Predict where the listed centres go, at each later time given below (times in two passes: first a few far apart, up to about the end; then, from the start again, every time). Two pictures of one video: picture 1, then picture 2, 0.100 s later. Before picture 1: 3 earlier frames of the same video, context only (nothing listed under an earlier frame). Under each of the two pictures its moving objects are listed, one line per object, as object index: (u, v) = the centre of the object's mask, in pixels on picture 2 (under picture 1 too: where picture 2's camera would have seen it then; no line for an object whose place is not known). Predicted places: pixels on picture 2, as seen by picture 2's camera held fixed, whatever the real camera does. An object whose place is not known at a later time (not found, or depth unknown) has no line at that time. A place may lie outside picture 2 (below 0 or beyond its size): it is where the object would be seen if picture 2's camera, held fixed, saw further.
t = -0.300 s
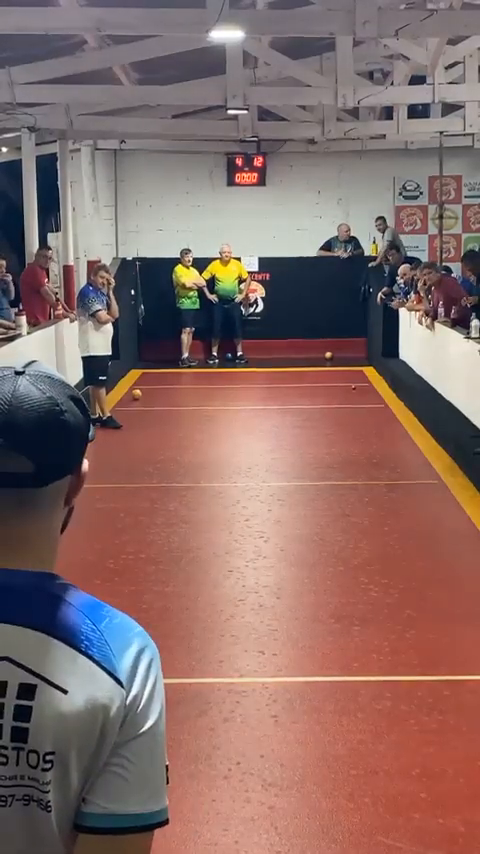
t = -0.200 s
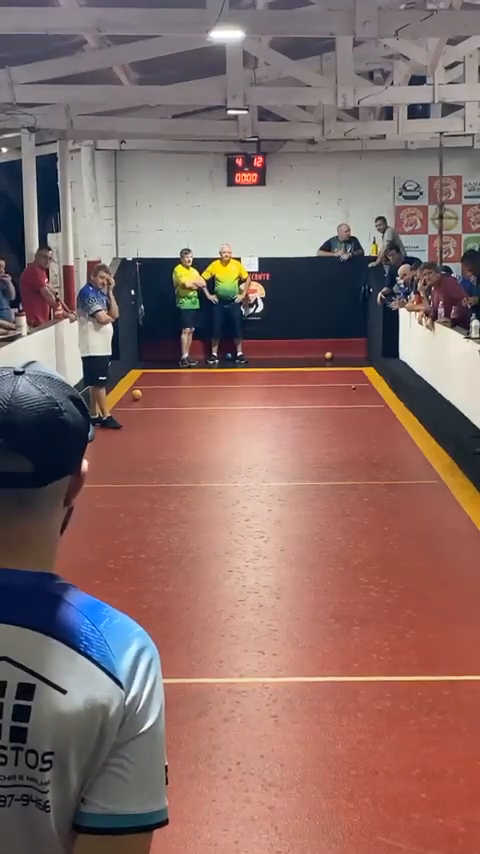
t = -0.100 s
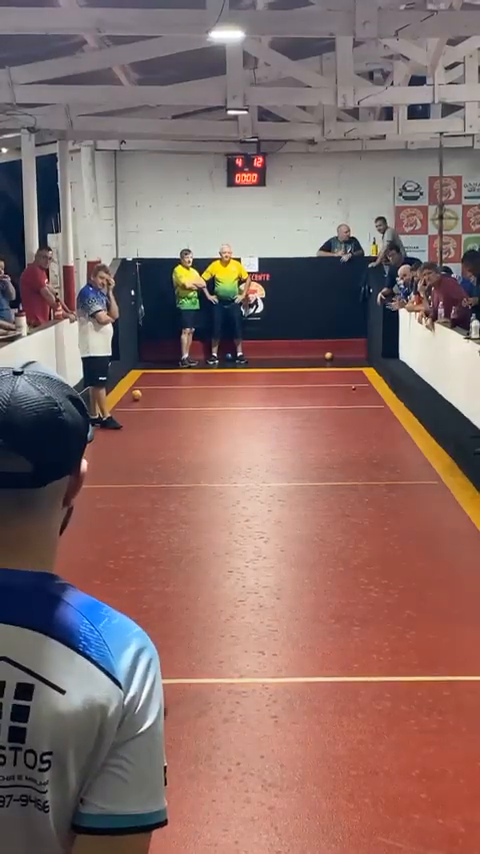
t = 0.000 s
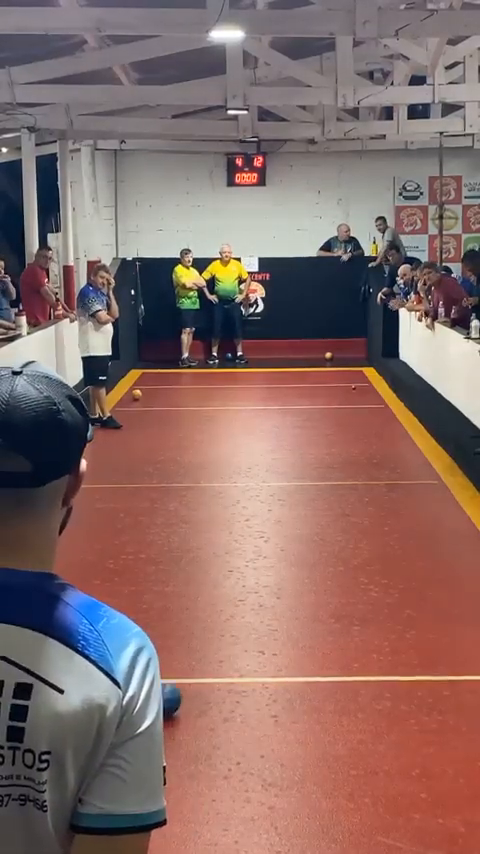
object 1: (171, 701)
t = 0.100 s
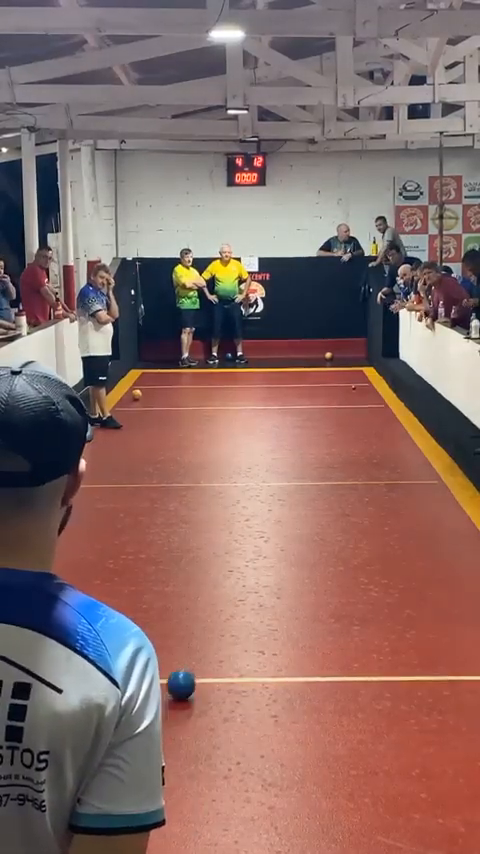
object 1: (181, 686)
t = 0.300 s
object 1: (206, 657)
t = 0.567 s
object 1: (235, 625)
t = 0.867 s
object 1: (262, 594)
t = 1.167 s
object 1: (283, 568)
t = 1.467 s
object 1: (302, 547)
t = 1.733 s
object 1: (316, 530)
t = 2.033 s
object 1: (329, 513)
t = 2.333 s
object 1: (340, 499)
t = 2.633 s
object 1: (350, 487)
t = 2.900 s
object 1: (358, 477)
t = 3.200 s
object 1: (365, 467)
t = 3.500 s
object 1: (372, 458)
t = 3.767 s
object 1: (377, 451)
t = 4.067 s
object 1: (382, 444)
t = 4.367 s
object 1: (386, 437)
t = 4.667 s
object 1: (390, 431)
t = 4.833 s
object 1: (394, 428)
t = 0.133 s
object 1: (185, 681)
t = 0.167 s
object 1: (189, 676)
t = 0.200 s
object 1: (194, 671)
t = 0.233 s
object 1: (198, 666)
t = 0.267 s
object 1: (202, 662)
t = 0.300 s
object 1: (206, 657)
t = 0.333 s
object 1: (211, 652)
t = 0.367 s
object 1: (214, 648)
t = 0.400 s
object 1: (218, 644)
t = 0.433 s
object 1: (221, 640)
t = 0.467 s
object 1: (225, 636)
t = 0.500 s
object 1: (228, 632)
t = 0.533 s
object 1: (232, 629)
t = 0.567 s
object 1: (235, 625)
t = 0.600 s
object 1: (238, 621)
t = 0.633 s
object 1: (241, 617)
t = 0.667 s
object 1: (245, 613)
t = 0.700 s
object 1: (248, 610)
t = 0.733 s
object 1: (251, 607)
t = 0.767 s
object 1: (254, 603)
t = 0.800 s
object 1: (256, 600)
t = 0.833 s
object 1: (259, 597)
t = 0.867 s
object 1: (262, 594)
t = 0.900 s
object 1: (264, 591)
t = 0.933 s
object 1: (267, 588)
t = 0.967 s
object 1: (269, 585)
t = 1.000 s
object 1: (272, 582)
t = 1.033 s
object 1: (274, 579)
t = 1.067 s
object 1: (276, 576)
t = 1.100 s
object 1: (279, 574)
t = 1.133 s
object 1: (281, 571)
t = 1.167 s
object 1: (283, 568)
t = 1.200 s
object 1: (286, 566)
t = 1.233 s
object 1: (288, 563)
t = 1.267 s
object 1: (290, 561)
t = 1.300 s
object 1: (292, 558)
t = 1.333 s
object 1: (294, 556)
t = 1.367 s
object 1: (296, 554)
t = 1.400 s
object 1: (298, 551)
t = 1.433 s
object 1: (300, 549)
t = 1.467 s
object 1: (302, 547)
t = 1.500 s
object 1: (303, 544)
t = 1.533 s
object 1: (305, 542)
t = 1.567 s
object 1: (307, 540)
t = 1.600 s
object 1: (309, 538)
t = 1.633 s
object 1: (311, 536)
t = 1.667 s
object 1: (313, 534)
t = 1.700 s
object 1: (314, 532)
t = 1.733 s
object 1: (316, 530)
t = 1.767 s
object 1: (317, 528)
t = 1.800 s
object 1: (318, 526)
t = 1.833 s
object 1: (320, 524)
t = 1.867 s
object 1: (322, 523)
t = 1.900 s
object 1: (323, 520)
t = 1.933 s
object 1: (325, 519)
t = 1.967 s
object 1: (326, 516)
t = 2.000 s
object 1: (327, 515)
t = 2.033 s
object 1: (329, 513)
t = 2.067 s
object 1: (330, 512)
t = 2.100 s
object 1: (331, 510)
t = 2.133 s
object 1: (333, 508)
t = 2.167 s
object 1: (334, 507)
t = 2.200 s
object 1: (335, 505)
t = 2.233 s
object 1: (336, 504)
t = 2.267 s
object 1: (337, 502)
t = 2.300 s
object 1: (339, 501)
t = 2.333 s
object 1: (340, 499)
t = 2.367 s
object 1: (341, 498)
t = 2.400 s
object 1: (342, 496)
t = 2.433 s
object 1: (344, 495)
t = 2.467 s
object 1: (344, 494)
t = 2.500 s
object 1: (346, 493)
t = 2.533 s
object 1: (347, 491)
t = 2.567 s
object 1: (348, 489)
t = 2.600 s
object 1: (349, 488)
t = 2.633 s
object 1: (350, 487)
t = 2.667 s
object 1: (351, 485)
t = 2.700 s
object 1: (352, 484)
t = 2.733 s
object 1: (353, 483)
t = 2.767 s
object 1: (354, 481)
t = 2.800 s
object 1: (355, 480)
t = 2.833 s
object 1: (356, 479)
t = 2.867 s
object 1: (357, 478)
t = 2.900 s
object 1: (358, 477)
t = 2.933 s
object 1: (359, 476)
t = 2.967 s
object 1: (359, 474)
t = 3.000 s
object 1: (360, 473)
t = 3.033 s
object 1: (361, 472)
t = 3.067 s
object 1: (362, 471)
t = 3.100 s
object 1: (363, 470)
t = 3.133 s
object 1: (364, 469)
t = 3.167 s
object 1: (365, 468)
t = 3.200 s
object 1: (365, 467)
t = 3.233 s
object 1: (366, 466)
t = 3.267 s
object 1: (367, 465)
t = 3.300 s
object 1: (368, 464)
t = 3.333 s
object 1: (368, 463)
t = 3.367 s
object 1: (369, 462)
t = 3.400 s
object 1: (370, 461)
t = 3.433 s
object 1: (370, 460)
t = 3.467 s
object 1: (371, 459)
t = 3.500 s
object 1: (372, 458)
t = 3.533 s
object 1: (372, 457)
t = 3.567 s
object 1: (373, 456)
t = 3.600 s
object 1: (374, 455)
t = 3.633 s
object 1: (374, 455)
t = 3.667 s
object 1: (375, 454)
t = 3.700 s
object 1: (376, 452)
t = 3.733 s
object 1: (376, 452)
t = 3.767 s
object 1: (377, 451)
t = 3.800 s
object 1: (377, 450)
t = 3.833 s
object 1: (378, 450)
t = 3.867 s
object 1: (378, 448)
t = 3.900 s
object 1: (379, 448)
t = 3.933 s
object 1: (380, 447)
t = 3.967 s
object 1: (380, 446)
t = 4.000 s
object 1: (381, 445)
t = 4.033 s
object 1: (381, 445)
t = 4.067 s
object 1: (382, 444)
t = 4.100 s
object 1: (382, 443)
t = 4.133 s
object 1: (383, 442)
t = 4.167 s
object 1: (383, 441)
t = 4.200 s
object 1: (384, 441)
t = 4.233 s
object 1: (384, 440)
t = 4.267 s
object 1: (385, 439)
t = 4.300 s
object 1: (385, 438)
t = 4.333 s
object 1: (386, 438)
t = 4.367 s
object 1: (386, 437)
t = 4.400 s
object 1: (387, 437)
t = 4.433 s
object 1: (387, 436)
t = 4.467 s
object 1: (388, 435)
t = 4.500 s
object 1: (388, 434)
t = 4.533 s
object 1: (389, 434)
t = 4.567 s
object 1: (389, 433)
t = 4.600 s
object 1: (390, 433)
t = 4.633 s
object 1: (390, 432)
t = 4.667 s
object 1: (390, 431)
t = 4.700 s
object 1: (391, 431)
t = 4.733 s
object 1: (391, 430)
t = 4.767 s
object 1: (391, 429)
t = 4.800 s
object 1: (393, 429)
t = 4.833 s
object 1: (394, 428)
